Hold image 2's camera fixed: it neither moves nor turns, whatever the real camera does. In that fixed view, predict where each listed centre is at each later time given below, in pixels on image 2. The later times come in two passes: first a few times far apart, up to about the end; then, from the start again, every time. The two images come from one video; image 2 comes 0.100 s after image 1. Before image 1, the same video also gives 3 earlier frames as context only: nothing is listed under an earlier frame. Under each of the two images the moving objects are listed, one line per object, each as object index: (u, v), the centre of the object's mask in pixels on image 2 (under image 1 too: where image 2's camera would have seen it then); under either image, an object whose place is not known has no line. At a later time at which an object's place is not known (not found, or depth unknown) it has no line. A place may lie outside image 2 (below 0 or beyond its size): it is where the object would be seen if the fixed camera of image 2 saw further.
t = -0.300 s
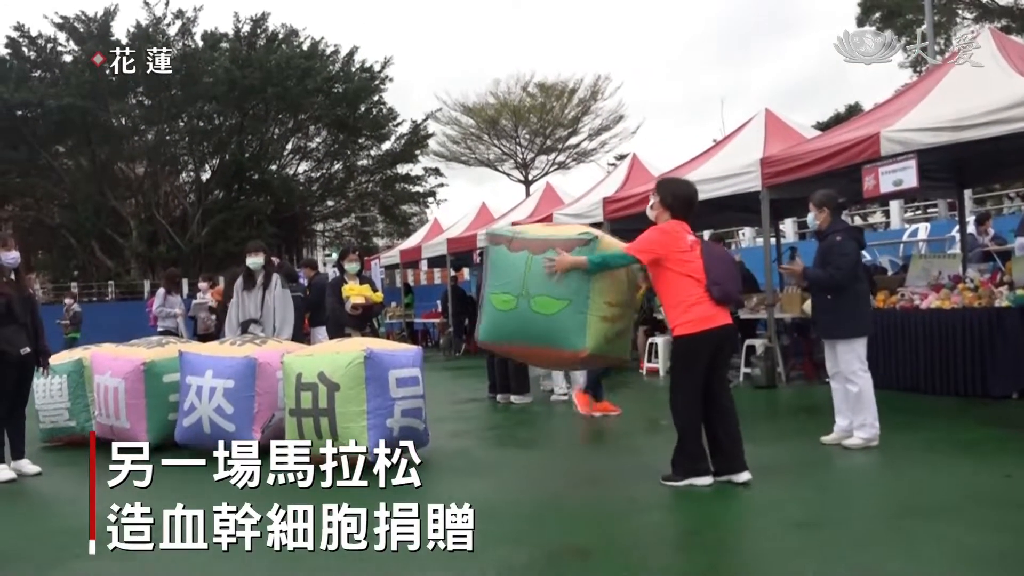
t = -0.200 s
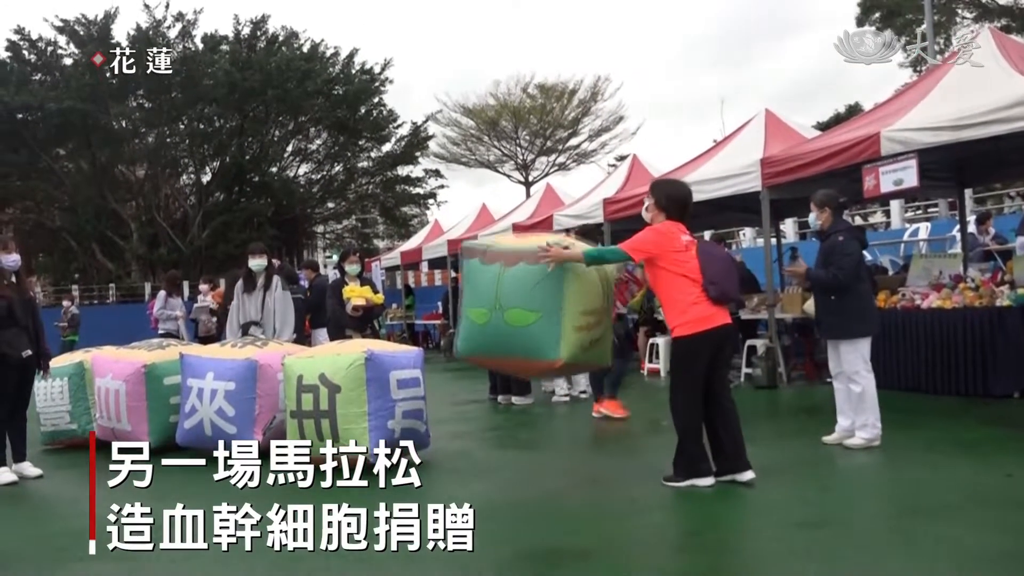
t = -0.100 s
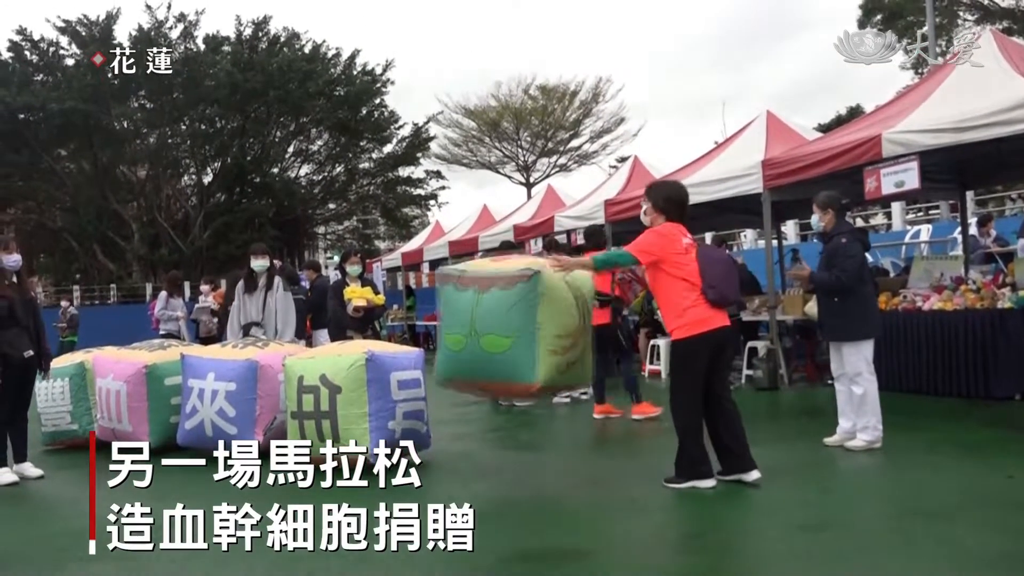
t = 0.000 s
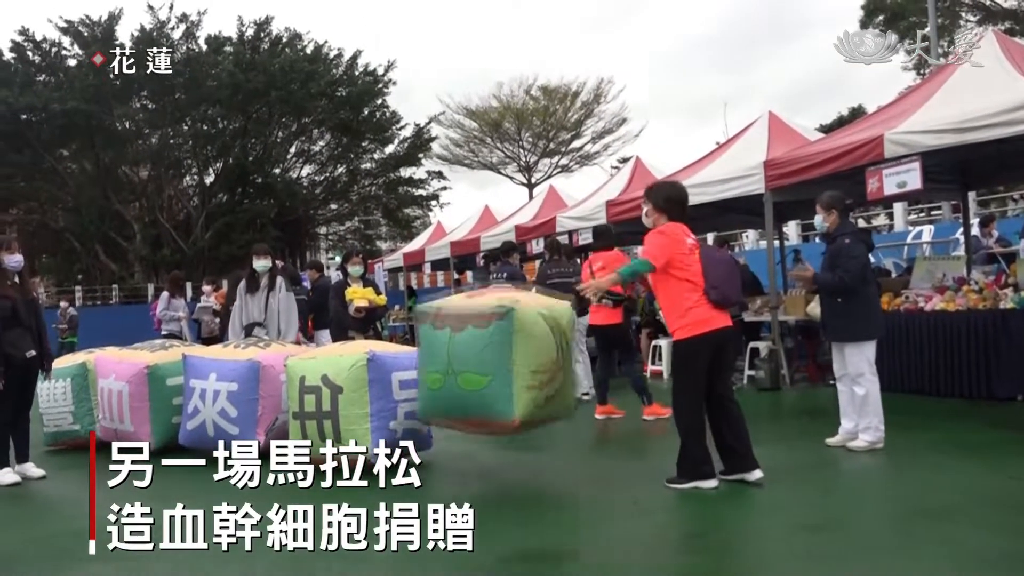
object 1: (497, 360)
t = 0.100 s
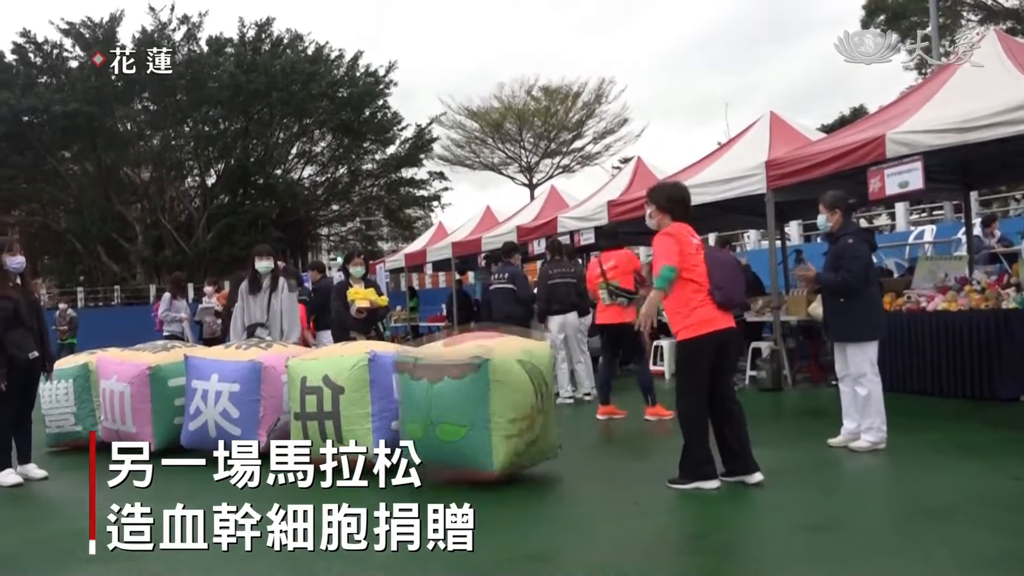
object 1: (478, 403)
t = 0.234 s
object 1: (458, 381)
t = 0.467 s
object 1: (431, 342)
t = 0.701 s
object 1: (416, 366)
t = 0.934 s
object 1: (419, 390)
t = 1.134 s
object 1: (402, 396)
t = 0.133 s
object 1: (475, 412)
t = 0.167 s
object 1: (470, 403)
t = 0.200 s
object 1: (462, 389)
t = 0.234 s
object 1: (458, 381)
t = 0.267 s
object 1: (452, 371)
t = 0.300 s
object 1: (446, 362)
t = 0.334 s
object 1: (442, 356)
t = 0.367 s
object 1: (439, 351)
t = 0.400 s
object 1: (436, 347)
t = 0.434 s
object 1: (433, 345)
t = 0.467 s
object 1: (431, 342)
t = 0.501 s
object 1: (428, 342)
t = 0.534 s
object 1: (426, 342)
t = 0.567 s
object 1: (424, 346)
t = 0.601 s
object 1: (421, 349)
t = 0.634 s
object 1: (420, 353)
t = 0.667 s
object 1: (418, 358)
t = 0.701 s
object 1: (416, 366)
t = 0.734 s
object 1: (417, 371)
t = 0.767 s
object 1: (418, 376)
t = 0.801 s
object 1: (424, 382)
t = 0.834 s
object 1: (425, 388)
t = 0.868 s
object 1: (424, 391)
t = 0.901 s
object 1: (422, 390)
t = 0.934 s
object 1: (419, 390)
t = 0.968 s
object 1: (417, 388)
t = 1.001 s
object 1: (413, 388)
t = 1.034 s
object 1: (409, 390)
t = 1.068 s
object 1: (407, 391)
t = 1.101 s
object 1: (404, 394)
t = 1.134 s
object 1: (402, 396)
